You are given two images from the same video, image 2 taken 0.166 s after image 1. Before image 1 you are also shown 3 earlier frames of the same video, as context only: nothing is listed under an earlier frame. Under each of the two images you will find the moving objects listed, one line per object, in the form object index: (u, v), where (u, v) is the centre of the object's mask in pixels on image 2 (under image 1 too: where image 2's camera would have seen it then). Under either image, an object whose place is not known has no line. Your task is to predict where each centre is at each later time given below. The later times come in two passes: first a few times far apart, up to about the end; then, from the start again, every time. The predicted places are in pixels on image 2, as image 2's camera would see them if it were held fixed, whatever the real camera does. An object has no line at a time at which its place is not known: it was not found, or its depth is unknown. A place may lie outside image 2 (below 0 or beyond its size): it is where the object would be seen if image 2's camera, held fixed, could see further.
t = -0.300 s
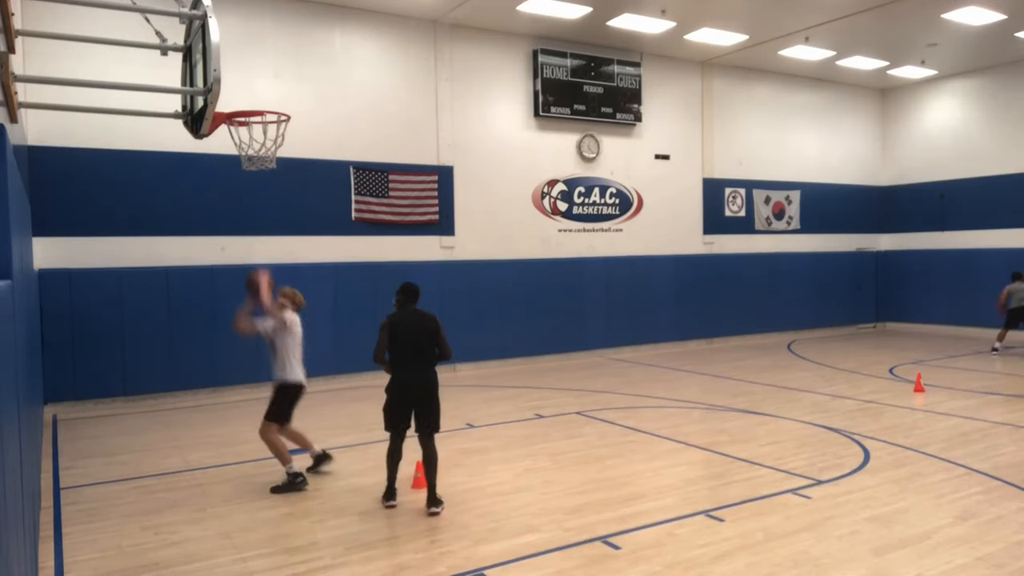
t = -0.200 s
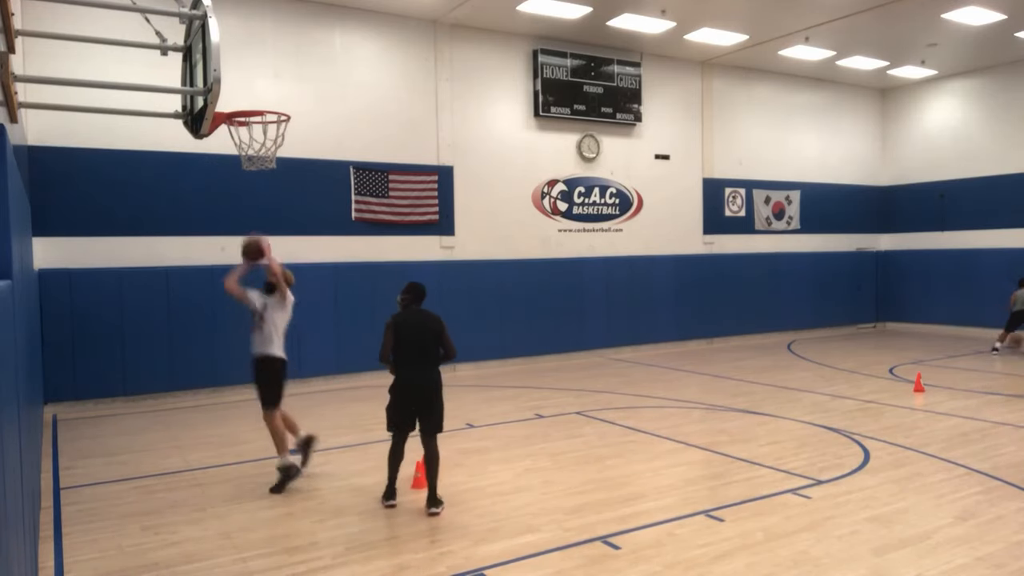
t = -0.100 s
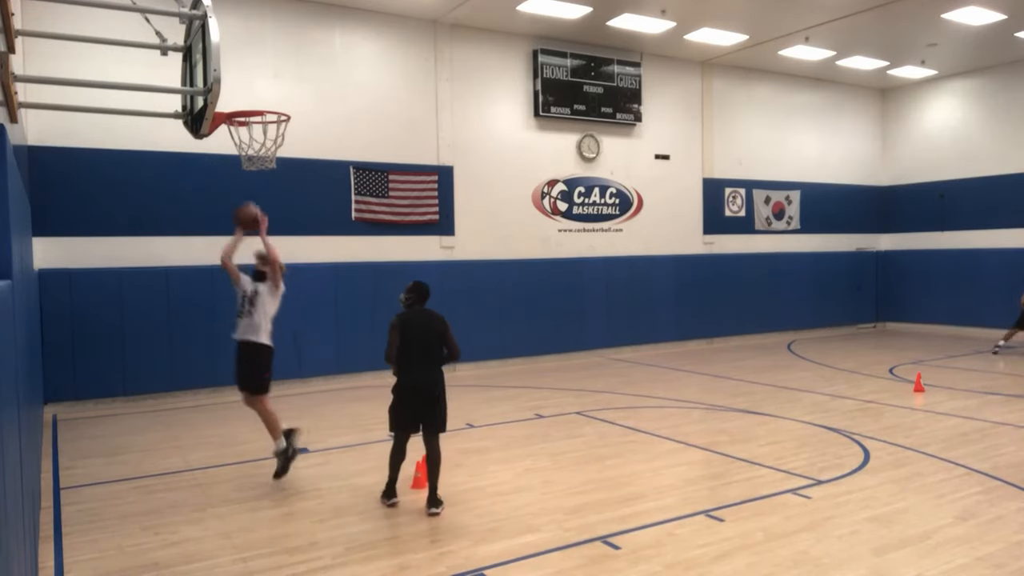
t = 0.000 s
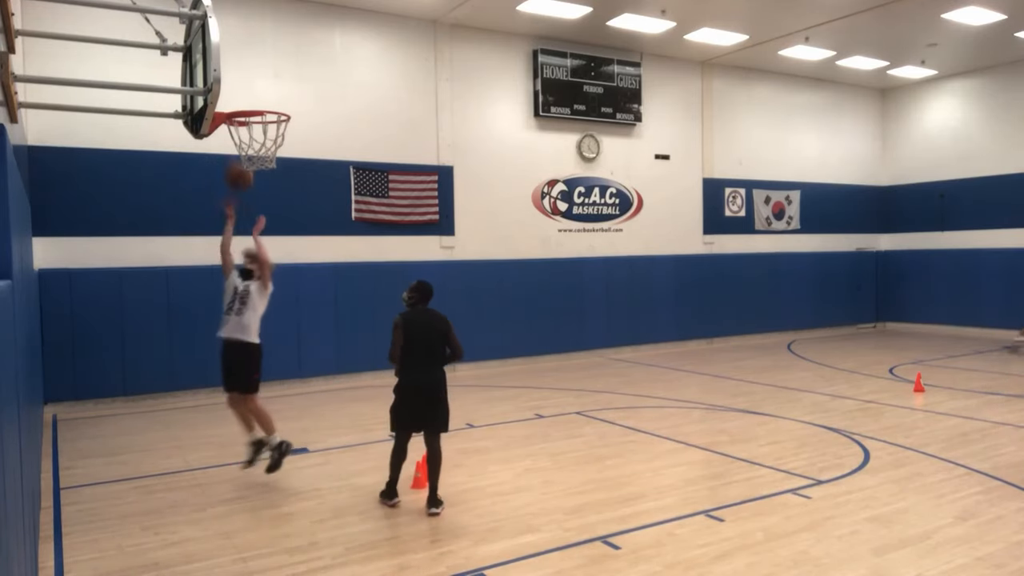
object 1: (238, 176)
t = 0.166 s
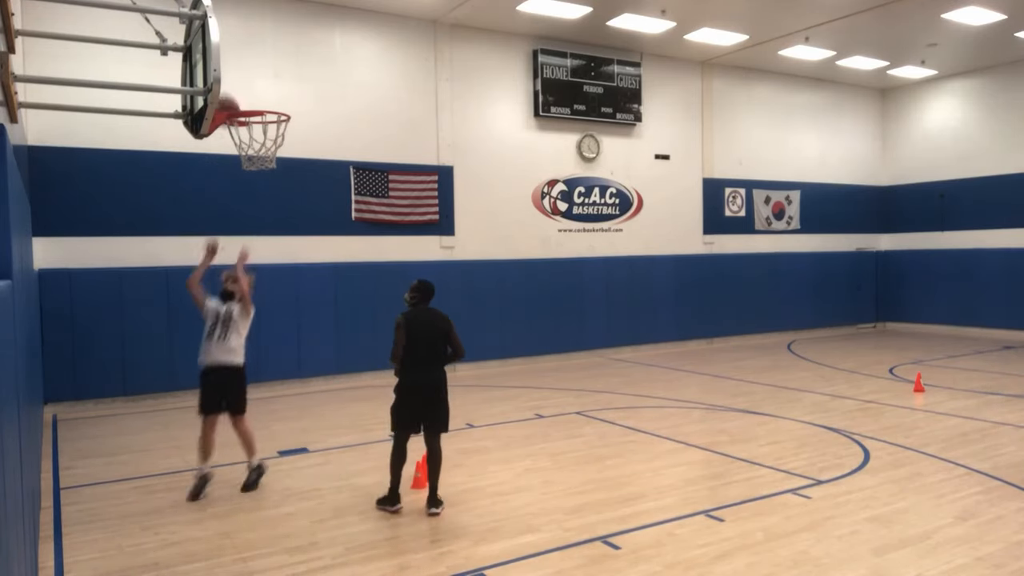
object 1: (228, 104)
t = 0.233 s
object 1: (225, 93)
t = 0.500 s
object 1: (241, 95)
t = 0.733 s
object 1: (278, 151)
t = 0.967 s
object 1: (252, 157)
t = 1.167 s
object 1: (229, 191)
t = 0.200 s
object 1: (226, 100)
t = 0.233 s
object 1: (225, 93)
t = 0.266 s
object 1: (225, 86)
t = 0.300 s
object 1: (224, 80)
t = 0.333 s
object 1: (226, 80)
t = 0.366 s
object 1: (228, 80)
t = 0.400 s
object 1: (231, 81)
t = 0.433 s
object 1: (233, 84)
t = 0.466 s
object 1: (237, 89)
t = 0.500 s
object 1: (241, 95)
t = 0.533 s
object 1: (245, 99)
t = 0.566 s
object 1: (250, 111)
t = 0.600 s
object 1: (258, 121)
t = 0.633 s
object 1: (265, 130)
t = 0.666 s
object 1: (272, 141)
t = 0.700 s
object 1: (276, 148)
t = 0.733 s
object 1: (278, 151)
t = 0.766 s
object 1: (277, 151)
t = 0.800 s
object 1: (274, 151)
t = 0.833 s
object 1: (270, 153)
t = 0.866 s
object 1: (266, 154)
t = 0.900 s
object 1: (261, 154)
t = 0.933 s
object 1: (256, 155)
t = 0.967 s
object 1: (252, 157)
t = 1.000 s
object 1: (248, 160)
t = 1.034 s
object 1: (244, 168)
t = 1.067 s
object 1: (242, 171)
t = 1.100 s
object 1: (238, 174)
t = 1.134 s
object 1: (234, 184)
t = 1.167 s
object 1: (229, 191)
